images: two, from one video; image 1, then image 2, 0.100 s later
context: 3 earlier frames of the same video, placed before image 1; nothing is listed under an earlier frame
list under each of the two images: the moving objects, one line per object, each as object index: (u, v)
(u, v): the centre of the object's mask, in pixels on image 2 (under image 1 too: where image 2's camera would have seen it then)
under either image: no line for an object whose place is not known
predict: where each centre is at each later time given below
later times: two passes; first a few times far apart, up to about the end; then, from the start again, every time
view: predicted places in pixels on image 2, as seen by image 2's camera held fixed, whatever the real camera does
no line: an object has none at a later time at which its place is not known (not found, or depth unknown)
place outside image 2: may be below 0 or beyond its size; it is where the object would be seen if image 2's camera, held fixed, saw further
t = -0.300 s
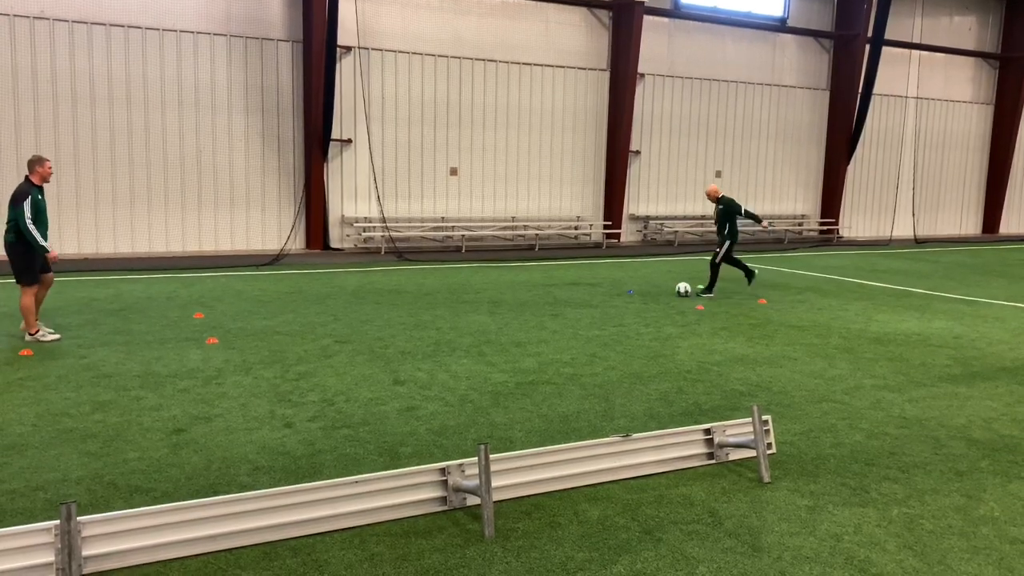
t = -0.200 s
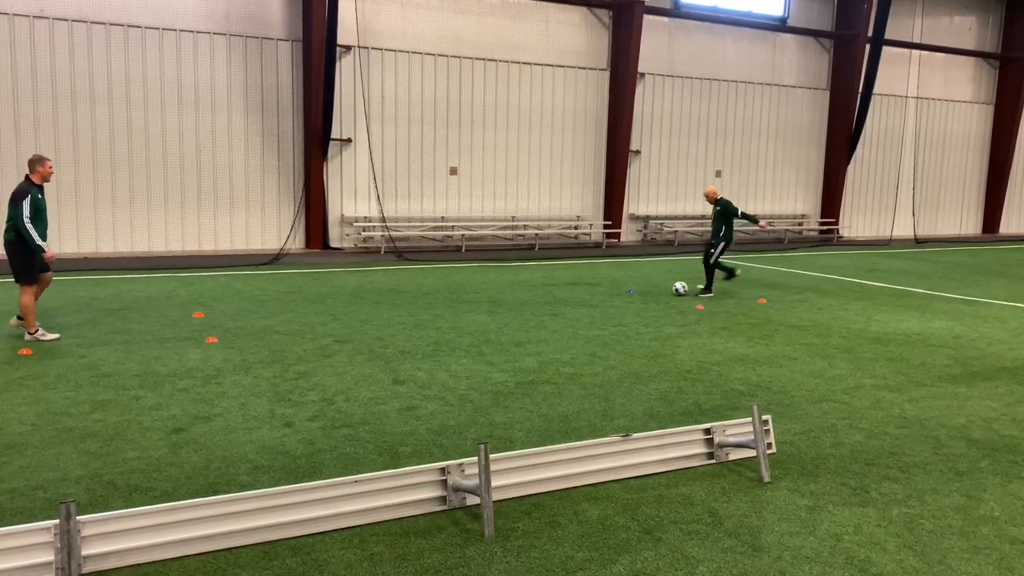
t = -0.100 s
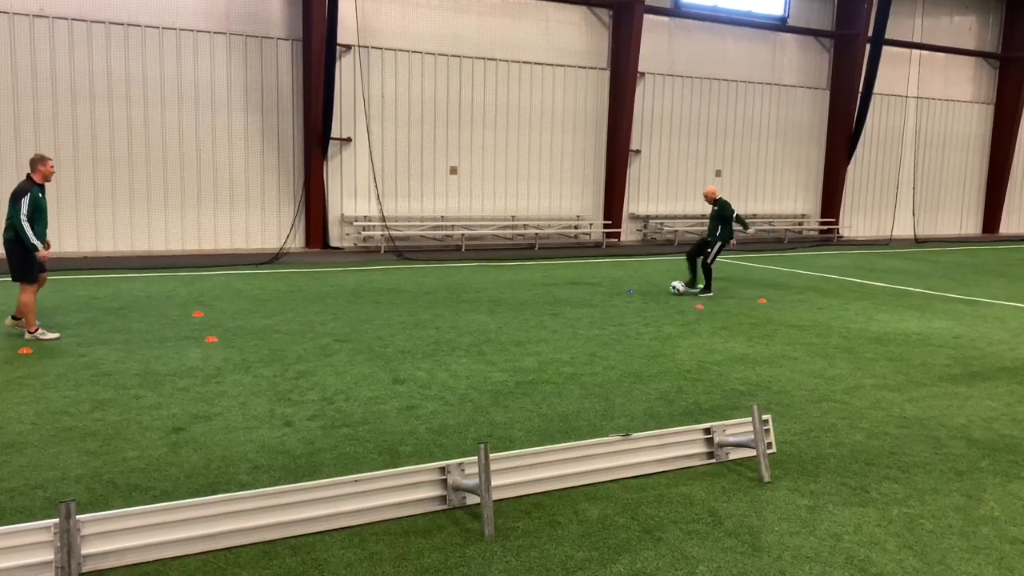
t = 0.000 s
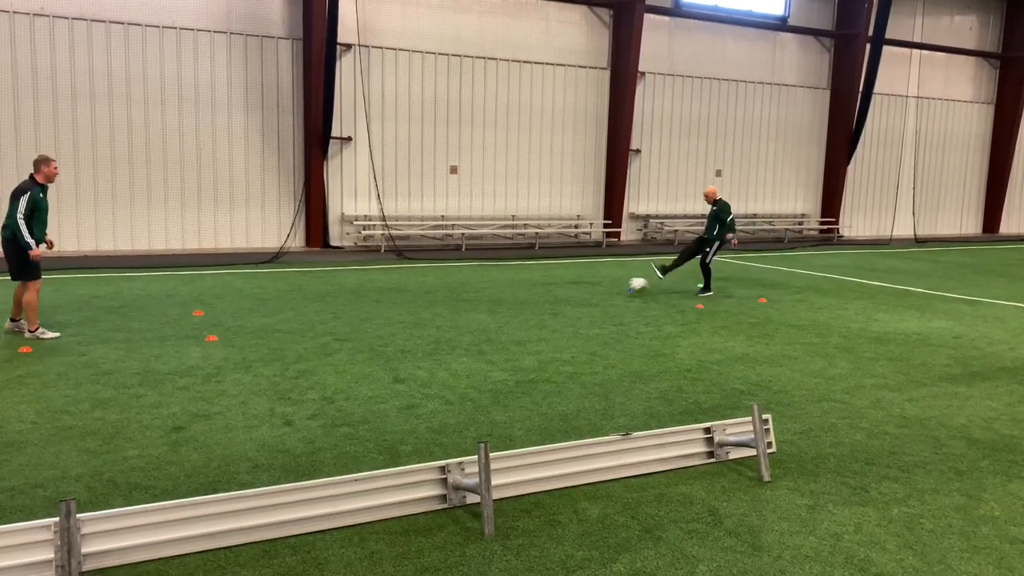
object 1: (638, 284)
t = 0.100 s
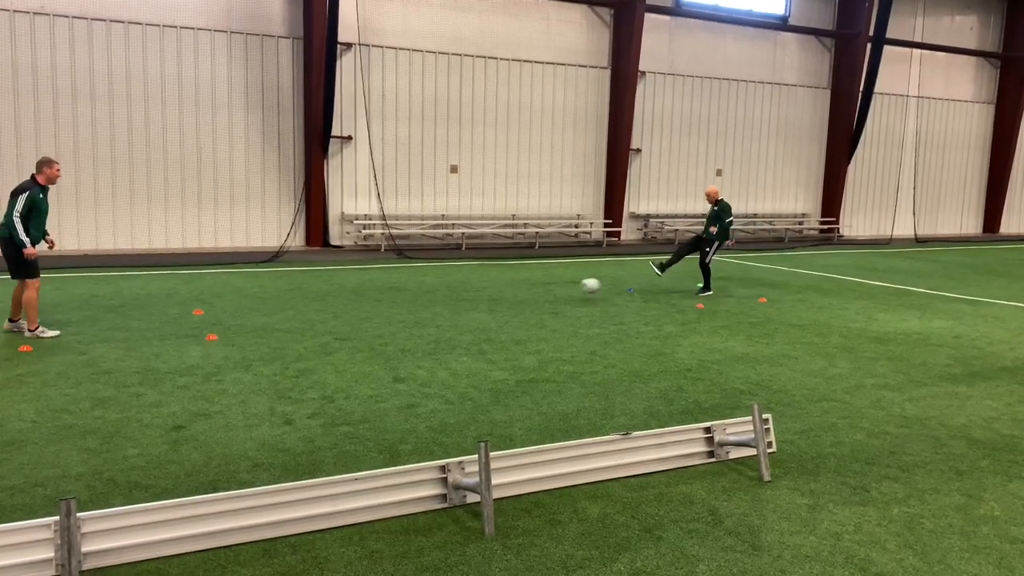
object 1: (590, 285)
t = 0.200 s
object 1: (540, 295)
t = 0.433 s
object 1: (422, 306)
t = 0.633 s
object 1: (322, 314)
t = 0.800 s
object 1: (232, 320)
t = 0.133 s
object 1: (573, 288)
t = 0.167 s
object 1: (557, 291)
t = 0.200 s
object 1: (540, 295)
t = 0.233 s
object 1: (522, 298)
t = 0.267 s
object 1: (507, 297)
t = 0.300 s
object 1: (490, 298)
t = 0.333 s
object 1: (474, 299)
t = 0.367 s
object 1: (457, 300)
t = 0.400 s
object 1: (440, 304)
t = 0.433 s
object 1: (422, 306)
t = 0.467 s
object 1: (407, 306)
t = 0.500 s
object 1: (390, 306)
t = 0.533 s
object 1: (373, 307)
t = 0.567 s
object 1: (356, 310)
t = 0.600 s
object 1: (339, 313)
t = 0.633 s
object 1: (322, 314)
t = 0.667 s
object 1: (304, 315)
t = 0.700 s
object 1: (288, 317)
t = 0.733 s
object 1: (269, 318)
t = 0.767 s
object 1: (250, 319)
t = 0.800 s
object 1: (232, 320)
